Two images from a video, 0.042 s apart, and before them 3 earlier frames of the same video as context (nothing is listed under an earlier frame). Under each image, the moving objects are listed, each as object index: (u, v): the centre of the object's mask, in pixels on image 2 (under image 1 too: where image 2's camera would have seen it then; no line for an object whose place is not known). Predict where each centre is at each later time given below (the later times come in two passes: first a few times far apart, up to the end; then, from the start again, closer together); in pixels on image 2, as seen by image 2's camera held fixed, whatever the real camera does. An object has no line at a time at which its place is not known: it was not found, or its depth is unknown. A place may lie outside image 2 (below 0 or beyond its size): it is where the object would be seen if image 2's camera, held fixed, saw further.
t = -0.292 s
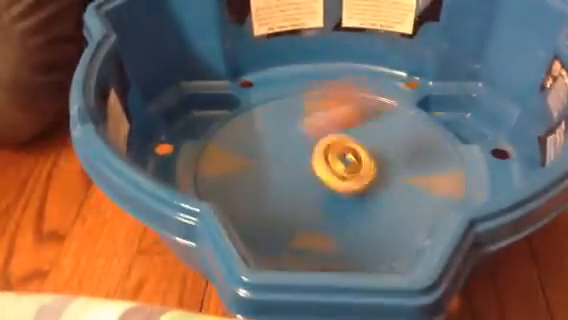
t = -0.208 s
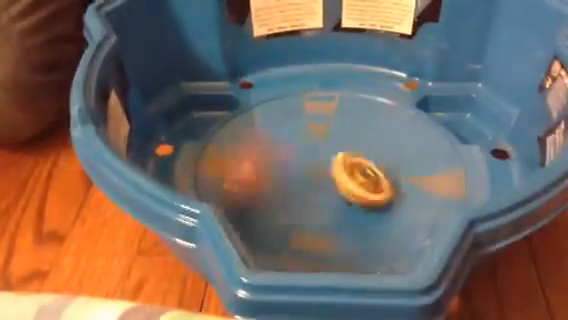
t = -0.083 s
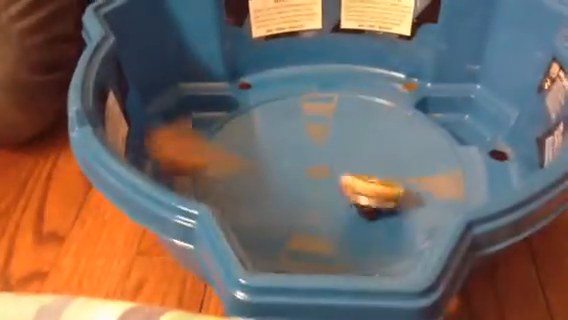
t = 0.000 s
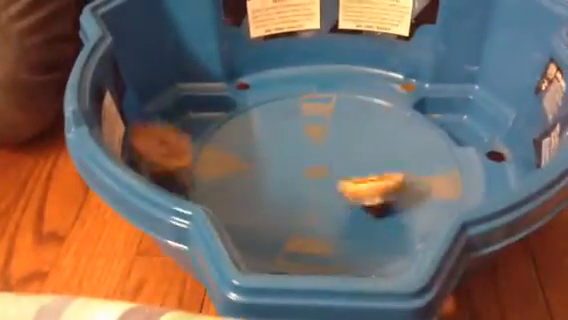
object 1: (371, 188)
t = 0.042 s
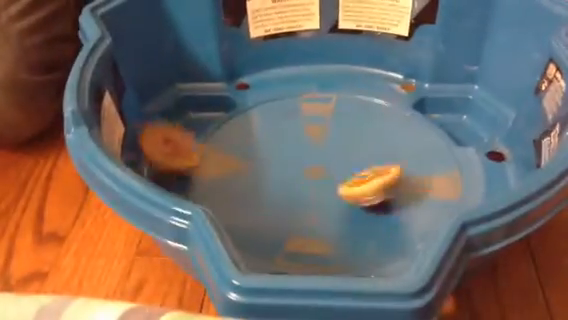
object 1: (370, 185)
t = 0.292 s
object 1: (343, 166)
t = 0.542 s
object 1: (309, 169)
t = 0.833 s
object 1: (321, 170)
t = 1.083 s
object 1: (313, 160)
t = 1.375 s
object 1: (306, 167)
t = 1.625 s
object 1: (313, 160)
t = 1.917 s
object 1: (303, 156)
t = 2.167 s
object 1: (308, 158)
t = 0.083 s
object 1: (369, 182)
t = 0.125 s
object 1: (365, 178)
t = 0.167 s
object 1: (361, 174)
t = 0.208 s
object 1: (356, 171)
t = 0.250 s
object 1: (350, 169)
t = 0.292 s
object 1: (343, 166)
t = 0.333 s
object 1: (336, 165)
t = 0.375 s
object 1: (330, 166)
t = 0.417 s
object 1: (325, 166)
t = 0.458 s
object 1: (319, 167)
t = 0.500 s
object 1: (312, 168)
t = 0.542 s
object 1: (309, 169)
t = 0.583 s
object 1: (308, 171)
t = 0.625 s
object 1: (309, 173)
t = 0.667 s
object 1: (311, 174)
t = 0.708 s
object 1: (314, 175)
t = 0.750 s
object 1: (316, 174)
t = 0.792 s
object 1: (319, 173)
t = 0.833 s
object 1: (321, 170)
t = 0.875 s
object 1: (321, 167)
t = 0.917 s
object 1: (321, 165)
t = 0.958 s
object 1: (319, 163)
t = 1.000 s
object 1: (318, 162)
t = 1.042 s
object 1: (315, 161)
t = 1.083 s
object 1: (313, 160)
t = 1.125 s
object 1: (310, 159)
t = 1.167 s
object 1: (308, 159)
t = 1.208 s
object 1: (306, 160)
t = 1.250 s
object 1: (305, 162)
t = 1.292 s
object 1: (304, 164)
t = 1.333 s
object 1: (305, 165)
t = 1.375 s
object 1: (306, 167)
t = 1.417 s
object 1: (308, 166)
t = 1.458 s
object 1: (309, 166)
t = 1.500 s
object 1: (311, 165)
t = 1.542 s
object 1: (313, 163)
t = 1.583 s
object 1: (314, 161)
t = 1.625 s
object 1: (313, 160)
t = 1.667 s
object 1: (312, 159)
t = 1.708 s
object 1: (312, 157)
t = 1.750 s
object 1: (310, 156)
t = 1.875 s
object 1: (304, 155)
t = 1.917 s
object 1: (303, 156)
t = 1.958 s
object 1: (304, 157)
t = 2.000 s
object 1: (304, 159)
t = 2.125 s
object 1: (308, 159)
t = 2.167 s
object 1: (308, 158)
